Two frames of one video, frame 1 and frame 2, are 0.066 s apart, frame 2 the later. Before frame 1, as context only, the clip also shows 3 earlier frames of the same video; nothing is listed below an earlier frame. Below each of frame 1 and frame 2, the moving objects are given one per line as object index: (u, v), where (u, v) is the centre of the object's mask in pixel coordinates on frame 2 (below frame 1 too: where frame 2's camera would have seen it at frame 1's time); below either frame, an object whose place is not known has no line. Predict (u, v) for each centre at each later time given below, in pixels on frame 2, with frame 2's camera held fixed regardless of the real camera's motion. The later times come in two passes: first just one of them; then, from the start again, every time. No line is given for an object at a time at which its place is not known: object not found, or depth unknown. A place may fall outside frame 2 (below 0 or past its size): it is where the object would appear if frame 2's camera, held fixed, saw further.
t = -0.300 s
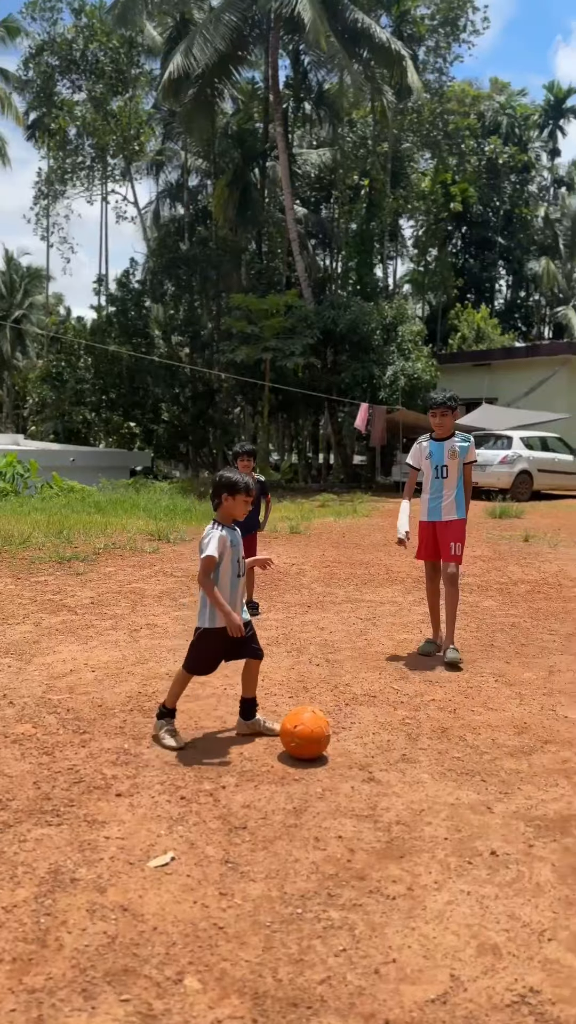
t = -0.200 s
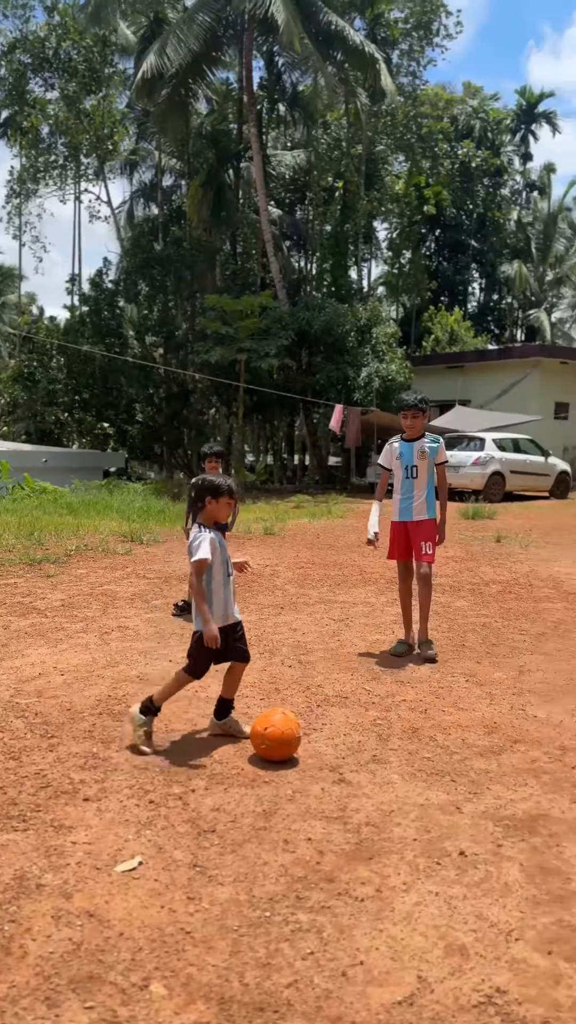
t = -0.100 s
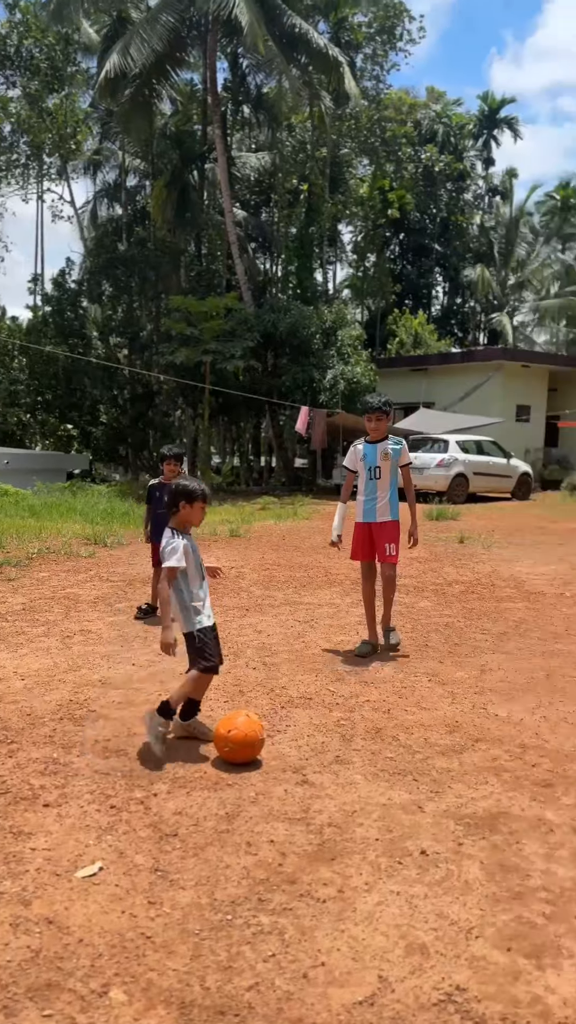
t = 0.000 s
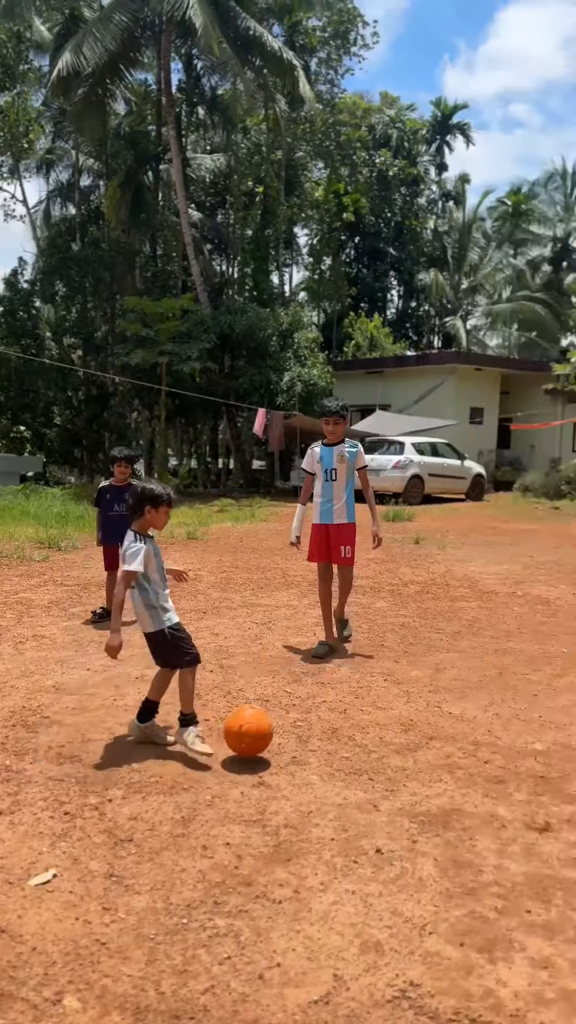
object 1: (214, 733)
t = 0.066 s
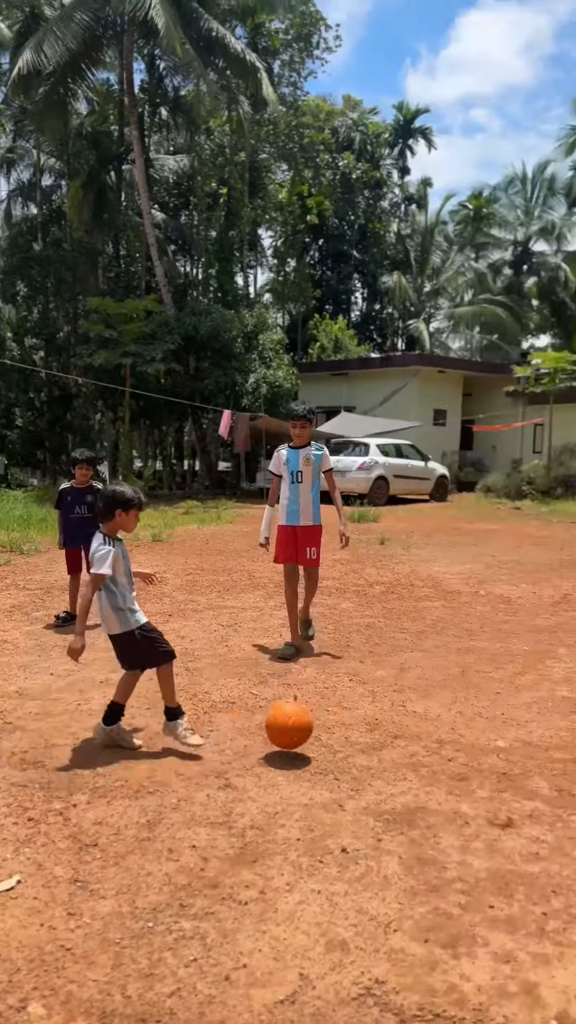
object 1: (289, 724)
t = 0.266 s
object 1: (465, 712)
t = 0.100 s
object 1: (324, 723)
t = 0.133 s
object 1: (359, 725)
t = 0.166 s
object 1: (391, 726)
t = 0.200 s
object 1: (416, 720)
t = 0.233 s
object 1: (442, 714)
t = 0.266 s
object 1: (465, 712)
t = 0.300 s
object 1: (488, 712)
